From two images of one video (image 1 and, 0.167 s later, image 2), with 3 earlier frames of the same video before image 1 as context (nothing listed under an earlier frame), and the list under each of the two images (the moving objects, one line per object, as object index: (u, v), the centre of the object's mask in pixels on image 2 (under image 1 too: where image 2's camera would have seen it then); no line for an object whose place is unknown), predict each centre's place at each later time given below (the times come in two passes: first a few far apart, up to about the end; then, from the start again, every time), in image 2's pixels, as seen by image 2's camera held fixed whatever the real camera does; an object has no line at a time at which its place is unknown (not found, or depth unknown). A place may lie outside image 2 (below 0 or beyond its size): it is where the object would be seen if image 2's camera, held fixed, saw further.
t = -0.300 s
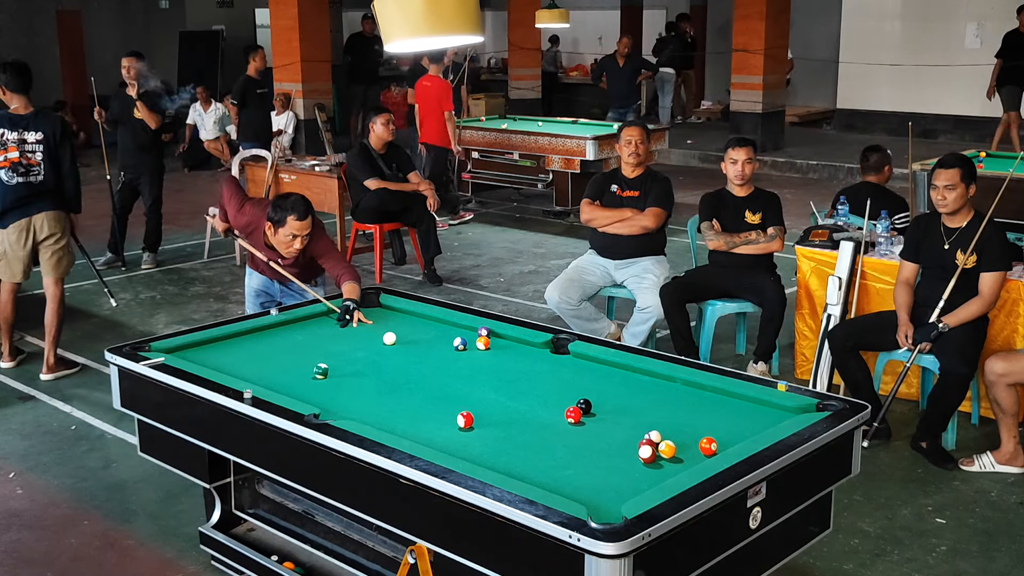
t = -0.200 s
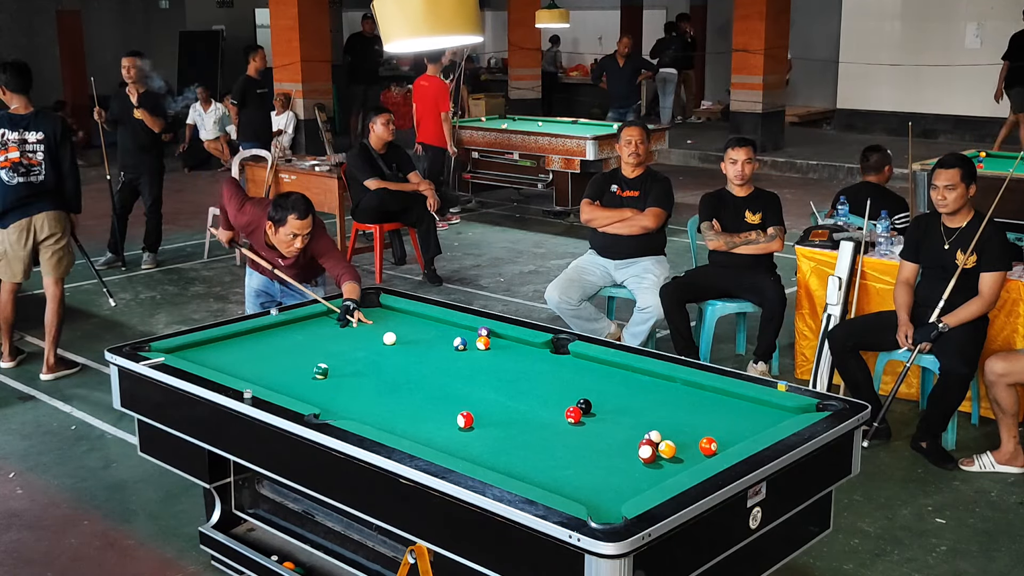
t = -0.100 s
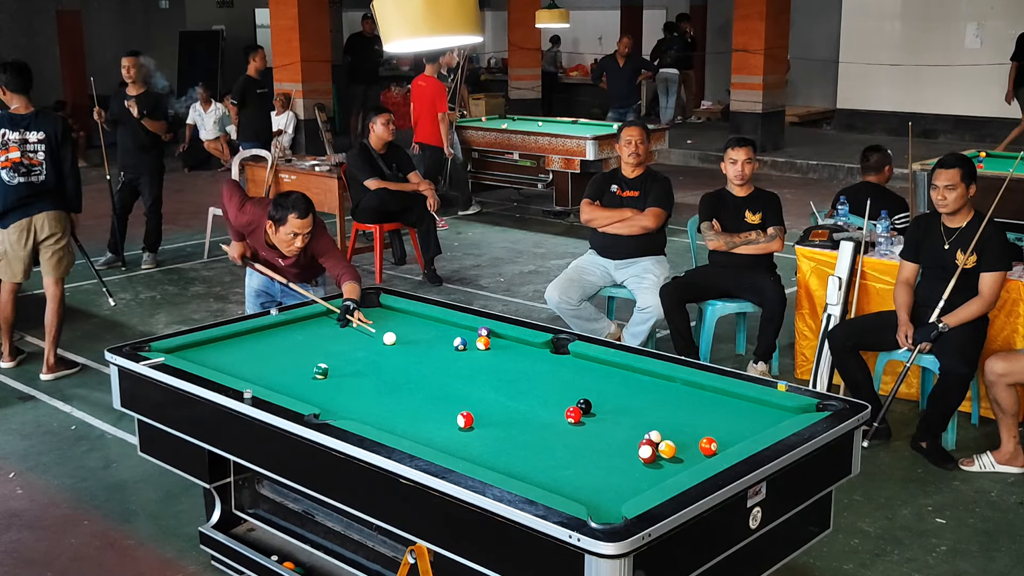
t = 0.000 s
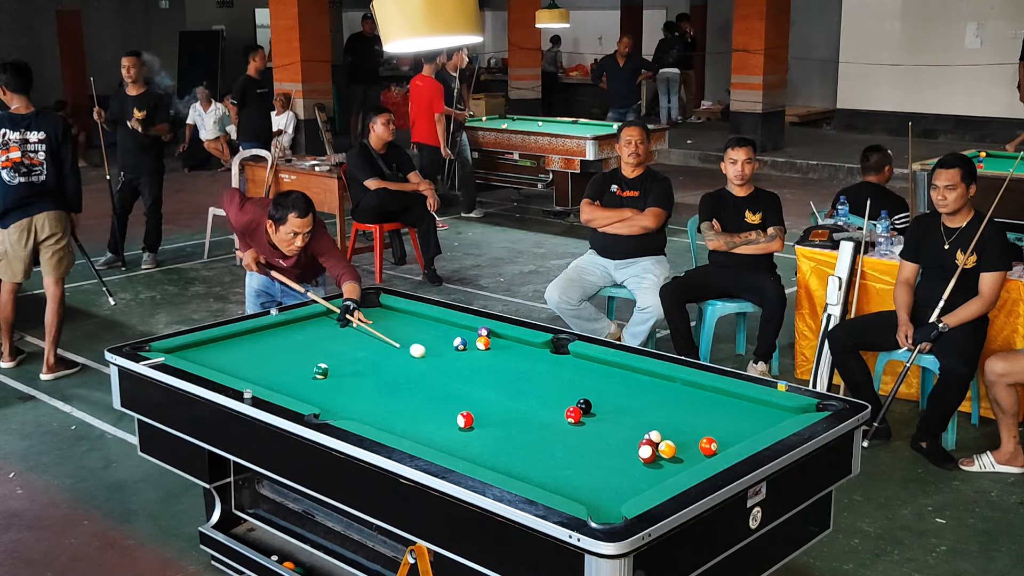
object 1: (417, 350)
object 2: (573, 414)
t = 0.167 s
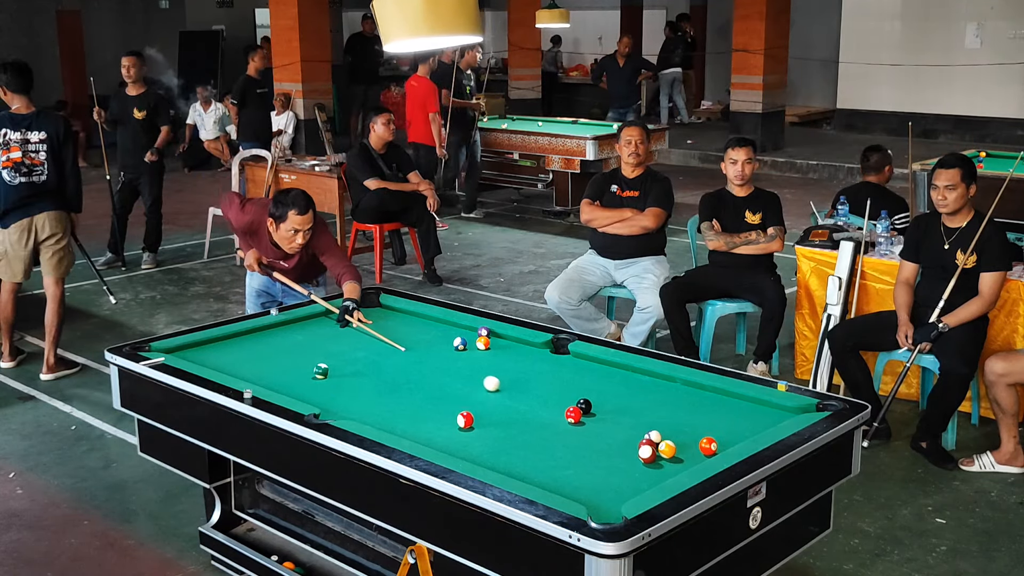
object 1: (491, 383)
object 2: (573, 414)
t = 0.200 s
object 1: (506, 390)
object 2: (573, 414)
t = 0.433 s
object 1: (548, 429)
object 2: (624, 420)
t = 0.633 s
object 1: (548, 463)
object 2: (698, 429)
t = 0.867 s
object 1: (573, 490)
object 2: (742, 429)
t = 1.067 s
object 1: (627, 488)
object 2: (718, 415)
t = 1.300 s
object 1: (653, 476)
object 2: (694, 401)
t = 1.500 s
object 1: (654, 461)
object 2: (675, 391)
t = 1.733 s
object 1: (664, 457)
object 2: (656, 380)
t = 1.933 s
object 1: (672, 455)
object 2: (640, 372)
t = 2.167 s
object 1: (677, 455)
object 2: (618, 368)
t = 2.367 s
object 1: (680, 455)
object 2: (601, 366)
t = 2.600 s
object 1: (681, 455)
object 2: (583, 363)
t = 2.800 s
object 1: (681, 455)
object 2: (570, 361)
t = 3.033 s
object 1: (680, 455)
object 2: (555, 359)
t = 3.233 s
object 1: (680, 455)
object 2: (545, 357)
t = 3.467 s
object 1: (681, 455)
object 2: (535, 356)
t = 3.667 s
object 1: (681, 455)
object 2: (527, 355)
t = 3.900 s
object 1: (681, 455)
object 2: (521, 354)
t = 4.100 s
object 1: (680, 455)
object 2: (517, 353)
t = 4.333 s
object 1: (680, 455)
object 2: (514, 353)
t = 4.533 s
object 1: (680, 455)
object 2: (513, 352)
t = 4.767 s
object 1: (680, 455)
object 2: (513, 352)
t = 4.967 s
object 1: (680, 455)
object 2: (514, 352)
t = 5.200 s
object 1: (680, 455)
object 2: (514, 352)
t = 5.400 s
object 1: (680, 455)
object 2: (514, 352)
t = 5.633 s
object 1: (680, 455)
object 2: (514, 352)
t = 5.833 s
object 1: (680, 455)
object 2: (514, 352)
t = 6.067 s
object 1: (680, 455)
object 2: (514, 352)
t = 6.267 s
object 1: (681, 455)
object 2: (514, 352)
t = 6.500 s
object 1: (680, 455)
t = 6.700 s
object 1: (680, 455)
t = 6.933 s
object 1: (680, 455)
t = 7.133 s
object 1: (680, 455)
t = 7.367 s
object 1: (680, 455)
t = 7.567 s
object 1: (680, 455)
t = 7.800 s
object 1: (680, 455)
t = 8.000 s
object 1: (680, 455)
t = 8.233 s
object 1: (680, 455)
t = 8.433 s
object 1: (680, 455)
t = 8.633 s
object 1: (680, 455)
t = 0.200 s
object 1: (506, 390)
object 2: (573, 414)
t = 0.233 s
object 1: (520, 396)
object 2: (573, 414)
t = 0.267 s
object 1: (534, 402)
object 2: (573, 414)
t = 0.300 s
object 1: (548, 409)
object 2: (573, 414)
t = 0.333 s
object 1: (556, 415)
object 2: (580, 415)
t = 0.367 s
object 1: (552, 419)
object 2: (596, 417)
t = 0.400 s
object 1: (550, 424)
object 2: (610, 418)
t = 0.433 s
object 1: (548, 429)
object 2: (624, 420)
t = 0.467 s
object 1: (548, 435)
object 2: (637, 422)
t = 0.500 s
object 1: (548, 440)
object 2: (649, 423)
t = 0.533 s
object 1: (548, 446)
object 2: (661, 424)
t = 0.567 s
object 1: (548, 451)
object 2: (673, 426)
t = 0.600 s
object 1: (548, 457)
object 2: (686, 428)
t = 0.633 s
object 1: (548, 463)
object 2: (698, 429)
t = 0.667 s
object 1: (548, 470)
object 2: (711, 430)
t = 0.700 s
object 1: (549, 476)
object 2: (723, 432)
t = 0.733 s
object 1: (549, 482)
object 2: (736, 433)
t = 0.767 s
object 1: (550, 486)
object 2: (747, 433)
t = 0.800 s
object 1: (554, 488)
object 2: (751, 432)
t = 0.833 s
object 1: (564, 489)
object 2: (746, 431)
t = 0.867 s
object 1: (573, 490)
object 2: (742, 429)
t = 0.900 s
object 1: (582, 490)
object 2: (738, 427)
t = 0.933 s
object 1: (591, 490)
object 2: (734, 424)
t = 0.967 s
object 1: (600, 489)
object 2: (730, 422)
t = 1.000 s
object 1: (609, 489)
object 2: (726, 420)
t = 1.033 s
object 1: (618, 488)
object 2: (722, 418)
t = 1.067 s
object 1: (627, 488)
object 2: (718, 415)
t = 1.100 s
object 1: (635, 487)
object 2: (715, 413)
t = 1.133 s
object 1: (643, 486)
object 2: (711, 411)
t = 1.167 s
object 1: (651, 484)
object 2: (708, 409)
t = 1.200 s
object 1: (652, 482)
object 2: (704, 407)
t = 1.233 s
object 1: (652, 480)
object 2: (701, 405)
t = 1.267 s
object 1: (653, 478)
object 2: (697, 403)
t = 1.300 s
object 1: (653, 476)
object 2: (694, 401)
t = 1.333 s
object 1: (653, 473)
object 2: (691, 399)
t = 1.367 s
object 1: (653, 471)
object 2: (688, 398)
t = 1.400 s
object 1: (654, 468)
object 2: (685, 396)
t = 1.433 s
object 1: (654, 466)
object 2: (681, 394)
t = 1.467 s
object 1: (654, 464)
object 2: (678, 392)
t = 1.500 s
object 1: (654, 461)
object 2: (675, 391)
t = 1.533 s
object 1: (656, 461)
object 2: (673, 389)
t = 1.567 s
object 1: (657, 460)
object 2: (670, 387)
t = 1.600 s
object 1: (659, 460)
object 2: (667, 386)
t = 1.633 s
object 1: (660, 459)
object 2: (664, 384)
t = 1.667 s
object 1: (662, 458)
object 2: (661, 383)
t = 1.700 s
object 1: (663, 458)
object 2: (658, 381)
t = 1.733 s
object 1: (664, 457)
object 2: (656, 380)
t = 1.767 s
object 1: (666, 456)
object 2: (653, 378)
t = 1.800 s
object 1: (667, 456)
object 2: (651, 377)
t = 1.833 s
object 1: (668, 456)
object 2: (648, 375)
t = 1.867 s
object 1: (669, 455)
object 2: (646, 374)
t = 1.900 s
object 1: (671, 455)
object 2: (643, 373)
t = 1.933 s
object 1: (672, 455)
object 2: (640, 372)
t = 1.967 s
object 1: (673, 455)
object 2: (637, 371)
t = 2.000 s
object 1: (673, 455)
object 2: (634, 371)
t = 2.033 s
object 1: (674, 455)
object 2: (631, 370)
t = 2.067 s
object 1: (675, 455)
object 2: (628, 370)
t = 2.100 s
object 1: (676, 455)
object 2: (624, 369)
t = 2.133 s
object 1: (677, 455)
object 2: (621, 369)
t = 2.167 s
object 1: (677, 455)
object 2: (618, 368)
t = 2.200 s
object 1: (678, 455)
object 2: (615, 368)
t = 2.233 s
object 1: (678, 455)
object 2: (613, 367)
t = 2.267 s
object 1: (679, 455)
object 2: (610, 367)
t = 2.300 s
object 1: (679, 455)
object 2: (607, 366)
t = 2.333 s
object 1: (680, 455)
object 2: (604, 366)
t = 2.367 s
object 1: (680, 455)
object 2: (601, 366)
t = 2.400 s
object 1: (680, 455)
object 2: (599, 365)
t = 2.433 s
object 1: (681, 455)
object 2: (596, 365)
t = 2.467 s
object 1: (681, 455)
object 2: (593, 365)
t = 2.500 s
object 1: (681, 455)
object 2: (591, 364)
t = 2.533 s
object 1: (681, 455)
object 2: (588, 364)
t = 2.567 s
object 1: (681, 455)
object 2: (586, 363)
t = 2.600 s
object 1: (681, 455)
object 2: (583, 363)
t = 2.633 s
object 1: (681, 455)
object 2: (581, 363)
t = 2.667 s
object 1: (681, 455)
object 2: (578, 362)
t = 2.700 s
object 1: (681, 455)
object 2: (576, 362)
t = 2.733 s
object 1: (681, 455)
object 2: (574, 362)
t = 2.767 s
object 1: (681, 455)
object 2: (572, 362)
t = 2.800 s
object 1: (681, 455)
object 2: (570, 361)
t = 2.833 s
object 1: (681, 455)
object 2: (567, 361)
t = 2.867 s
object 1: (680, 455)
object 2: (565, 361)
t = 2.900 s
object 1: (680, 455)
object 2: (563, 360)
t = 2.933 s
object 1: (680, 455)
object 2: (561, 360)
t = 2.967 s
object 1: (680, 455)
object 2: (559, 360)
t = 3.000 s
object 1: (680, 455)
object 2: (557, 360)
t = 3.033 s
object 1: (680, 455)
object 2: (555, 359)
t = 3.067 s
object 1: (680, 455)
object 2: (553, 359)
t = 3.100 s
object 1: (680, 455)
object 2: (552, 358)
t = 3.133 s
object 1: (680, 455)
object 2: (550, 358)
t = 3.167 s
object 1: (680, 455)
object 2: (548, 358)
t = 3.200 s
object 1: (680, 455)
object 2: (546, 358)
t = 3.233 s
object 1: (680, 455)
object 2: (545, 357)
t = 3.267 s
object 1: (680, 455)
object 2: (543, 357)
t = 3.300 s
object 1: (680, 455)
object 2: (542, 357)
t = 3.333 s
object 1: (680, 455)
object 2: (540, 357)
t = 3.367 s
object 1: (680, 455)
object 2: (539, 357)
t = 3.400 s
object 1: (681, 455)
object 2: (537, 357)
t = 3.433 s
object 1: (681, 455)
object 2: (536, 356)
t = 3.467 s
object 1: (681, 455)
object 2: (535, 356)
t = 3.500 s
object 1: (681, 455)
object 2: (533, 356)
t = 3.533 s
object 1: (681, 455)
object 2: (532, 356)
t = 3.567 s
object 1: (681, 455)
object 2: (531, 356)
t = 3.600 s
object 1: (681, 455)
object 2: (530, 355)
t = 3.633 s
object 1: (681, 455)
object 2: (528, 355)
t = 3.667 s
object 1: (681, 455)
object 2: (527, 355)
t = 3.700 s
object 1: (681, 455)
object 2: (526, 355)
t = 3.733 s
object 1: (680, 455)
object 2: (525, 355)
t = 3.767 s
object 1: (681, 455)
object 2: (524, 355)
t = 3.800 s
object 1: (680, 455)
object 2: (523, 354)
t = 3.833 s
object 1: (680, 455)
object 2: (523, 354)
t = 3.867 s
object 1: (681, 455)
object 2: (522, 354)
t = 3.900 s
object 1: (681, 455)
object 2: (521, 354)
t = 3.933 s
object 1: (680, 455)
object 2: (520, 354)
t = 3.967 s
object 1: (681, 455)
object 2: (519, 354)
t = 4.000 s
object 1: (680, 455)
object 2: (519, 354)
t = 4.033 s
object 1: (680, 455)
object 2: (518, 353)
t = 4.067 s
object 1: (680, 455)
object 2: (518, 353)
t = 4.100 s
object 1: (680, 455)
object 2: (517, 353)
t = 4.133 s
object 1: (680, 455)
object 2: (517, 353)
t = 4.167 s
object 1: (680, 455)
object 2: (516, 353)
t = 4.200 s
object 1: (680, 455)
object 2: (516, 353)
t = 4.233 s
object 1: (680, 455)
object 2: (515, 353)
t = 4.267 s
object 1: (680, 455)
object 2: (515, 353)
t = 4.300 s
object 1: (680, 455)
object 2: (514, 353)
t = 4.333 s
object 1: (680, 455)
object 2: (514, 353)
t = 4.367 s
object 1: (680, 455)
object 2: (514, 353)
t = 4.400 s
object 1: (680, 455)
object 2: (514, 352)
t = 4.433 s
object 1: (680, 455)
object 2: (514, 352)
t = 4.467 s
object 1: (680, 455)
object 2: (513, 352)
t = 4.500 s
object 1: (680, 455)
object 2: (513, 352)
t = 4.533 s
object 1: (680, 455)
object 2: (513, 352)
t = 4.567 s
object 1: (680, 455)
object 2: (513, 352)
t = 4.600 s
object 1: (680, 455)
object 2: (513, 352)
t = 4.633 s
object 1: (680, 455)
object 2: (513, 352)
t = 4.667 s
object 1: (680, 455)
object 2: (513, 352)
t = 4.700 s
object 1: (680, 455)
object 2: (513, 352)
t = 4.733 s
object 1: (680, 455)
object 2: (513, 352)
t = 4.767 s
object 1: (680, 455)
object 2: (513, 352)
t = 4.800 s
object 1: (680, 455)
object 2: (513, 352)
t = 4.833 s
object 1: (680, 455)
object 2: (513, 352)
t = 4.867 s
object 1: (680, 455)
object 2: (513, 352)
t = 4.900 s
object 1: (680, 455)
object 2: (514, 352)
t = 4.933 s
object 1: (680, 455)
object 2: (514, 352)
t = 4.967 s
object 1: (680, 455)
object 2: (514, 352)
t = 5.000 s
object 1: (680, 455)
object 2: (514, 352)
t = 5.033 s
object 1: (680, 455)
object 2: (514, 352)
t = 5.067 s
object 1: (680, 455)
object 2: (514, 352)
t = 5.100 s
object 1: (680, 455)
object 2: (514, 352)
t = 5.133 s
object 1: (680, 455)
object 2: (514, 352)
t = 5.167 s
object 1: (680, 455)
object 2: (514, 352)
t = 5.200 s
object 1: (680, 455)
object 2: (514, 352)
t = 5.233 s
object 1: (680, 455)
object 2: (514, 352)
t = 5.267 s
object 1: (680, 455)
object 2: (514, 352)
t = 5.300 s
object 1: (680, 455)
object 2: (514, 352)
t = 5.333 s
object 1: (680, 455)
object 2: (514, 352)
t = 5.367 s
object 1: (680, 455)
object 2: (514, 352)
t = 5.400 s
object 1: (680, 455)
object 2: (514, 352)
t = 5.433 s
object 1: (680, 455)
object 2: (514, 352)
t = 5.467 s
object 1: (680, 455)
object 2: (514, 352)
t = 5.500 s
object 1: (680, 455)
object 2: (514, 352)
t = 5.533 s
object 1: (680, 455)
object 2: (514, 352)
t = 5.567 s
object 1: (680, 455)
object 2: (514, 352)
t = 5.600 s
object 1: (680, 455)
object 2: (514, 352)
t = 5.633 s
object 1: (680, 455)
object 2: (514, 352)
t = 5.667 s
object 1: (680, 455)
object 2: (514, 352)
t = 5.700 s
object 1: (680, 455)
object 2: (514, 352)
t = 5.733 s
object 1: (680, 455)
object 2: (514, 352)
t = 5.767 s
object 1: (680, 455)
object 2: (514, 352)
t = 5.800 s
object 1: (680, 455)
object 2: (514, 352)
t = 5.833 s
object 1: (680, 455)
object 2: (514, 352)
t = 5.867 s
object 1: (680, 455)
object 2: (514, 352)
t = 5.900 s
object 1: (680, 455)
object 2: (514, 352)
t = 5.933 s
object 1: (680, 455)
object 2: (514, 352)
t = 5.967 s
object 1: (680, 455)
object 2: (514, 352)
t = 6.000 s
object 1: (680, 455)
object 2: (514, 352)
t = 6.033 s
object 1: (680, 455)
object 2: (514, 352)
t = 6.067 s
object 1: (680, 455)
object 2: (514, 352)
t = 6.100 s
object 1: (680, 455)
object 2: (514, 352)
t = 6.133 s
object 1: (681, 455)
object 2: (514, 352)
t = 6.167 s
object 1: (681, 455)
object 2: (514, 352)
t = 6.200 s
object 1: (681, 455)
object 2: (514, 352)
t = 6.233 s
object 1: (681, 455)
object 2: (514, 352)
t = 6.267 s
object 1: (681, 455)
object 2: (514, 352)
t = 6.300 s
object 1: (680, 455)
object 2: (514, 352)
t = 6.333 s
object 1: (680, 455)
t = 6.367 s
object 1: (680, 455)
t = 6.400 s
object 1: (680, 455)
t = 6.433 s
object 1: (680, 455)
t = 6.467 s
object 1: (680, 455)
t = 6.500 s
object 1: (680, 455)
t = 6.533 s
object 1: (680, 455)
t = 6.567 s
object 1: (680, 455)
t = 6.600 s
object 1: (680, 455)
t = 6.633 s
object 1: (680, 455)
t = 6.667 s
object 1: (680, 455)
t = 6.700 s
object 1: (680, 455)
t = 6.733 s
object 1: (680, 455)
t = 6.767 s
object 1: (680, 455)
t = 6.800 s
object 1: (680, 455)
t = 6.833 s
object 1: (680, 455)
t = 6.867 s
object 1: (680, 455)
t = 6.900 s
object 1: (680, 455)
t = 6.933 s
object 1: (680, 455)
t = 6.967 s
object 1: (680, 455)
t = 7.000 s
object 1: (680, 455)
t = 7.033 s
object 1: (680, 455)
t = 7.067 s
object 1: (680, 455)
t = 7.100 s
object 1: (680, 455)
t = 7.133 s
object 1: (680, 455)
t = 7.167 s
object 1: (680, 455)
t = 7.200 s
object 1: (680, 455)
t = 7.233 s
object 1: (680, 455)
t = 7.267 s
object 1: (680, 455)
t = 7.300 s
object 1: (680, 455)
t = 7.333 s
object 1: (680, 455)
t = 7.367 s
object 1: (680, 455)
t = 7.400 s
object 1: (680, 455)
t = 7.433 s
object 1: (680, 455)
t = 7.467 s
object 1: (680, 455)
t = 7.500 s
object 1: (680, 455)
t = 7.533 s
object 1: (680, 455)
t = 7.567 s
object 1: (680, 455)
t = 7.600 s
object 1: (680, 455)
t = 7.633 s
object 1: (680, 455)
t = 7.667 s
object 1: (680, 455)
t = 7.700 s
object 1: (680, 455)
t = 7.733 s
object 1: (680, 455)
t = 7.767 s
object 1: (680, 455)
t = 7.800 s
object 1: (680, 455)
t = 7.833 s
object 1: (680, 455)
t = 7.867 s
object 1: (680, 455)
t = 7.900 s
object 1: (680, 455)
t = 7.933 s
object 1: (680, 455)
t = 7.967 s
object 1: (680, 455)
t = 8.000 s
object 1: (680, 455)
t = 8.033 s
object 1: (680, 455)
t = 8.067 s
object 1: (680, 455)
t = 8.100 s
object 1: (680, 455)
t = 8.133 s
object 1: (680, 455)
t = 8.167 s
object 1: (680, 455)
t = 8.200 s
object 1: (680, 455)
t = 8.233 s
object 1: (680, 455)
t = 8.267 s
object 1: (680, 455)
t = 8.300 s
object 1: (680, 455)
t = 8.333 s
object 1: (680, 455)
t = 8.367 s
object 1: (680, 455)
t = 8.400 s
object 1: (680, 455)
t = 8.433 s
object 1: (680, 455)
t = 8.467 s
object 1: (680, 455)
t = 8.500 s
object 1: (680, 455)
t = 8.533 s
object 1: (680, 455)
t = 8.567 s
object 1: (680, 455)
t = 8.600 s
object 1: (680, 455)
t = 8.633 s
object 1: (680, 455)
